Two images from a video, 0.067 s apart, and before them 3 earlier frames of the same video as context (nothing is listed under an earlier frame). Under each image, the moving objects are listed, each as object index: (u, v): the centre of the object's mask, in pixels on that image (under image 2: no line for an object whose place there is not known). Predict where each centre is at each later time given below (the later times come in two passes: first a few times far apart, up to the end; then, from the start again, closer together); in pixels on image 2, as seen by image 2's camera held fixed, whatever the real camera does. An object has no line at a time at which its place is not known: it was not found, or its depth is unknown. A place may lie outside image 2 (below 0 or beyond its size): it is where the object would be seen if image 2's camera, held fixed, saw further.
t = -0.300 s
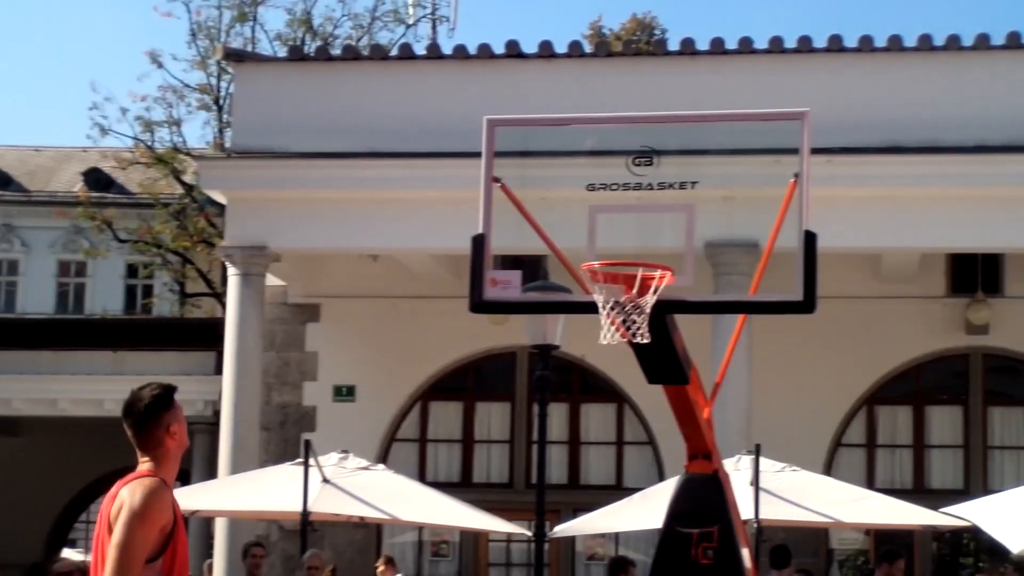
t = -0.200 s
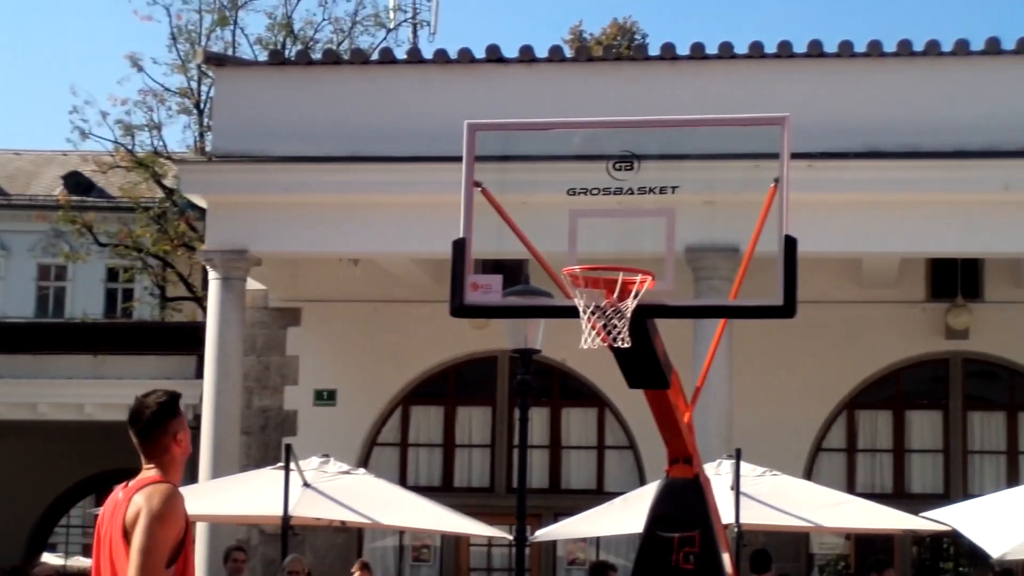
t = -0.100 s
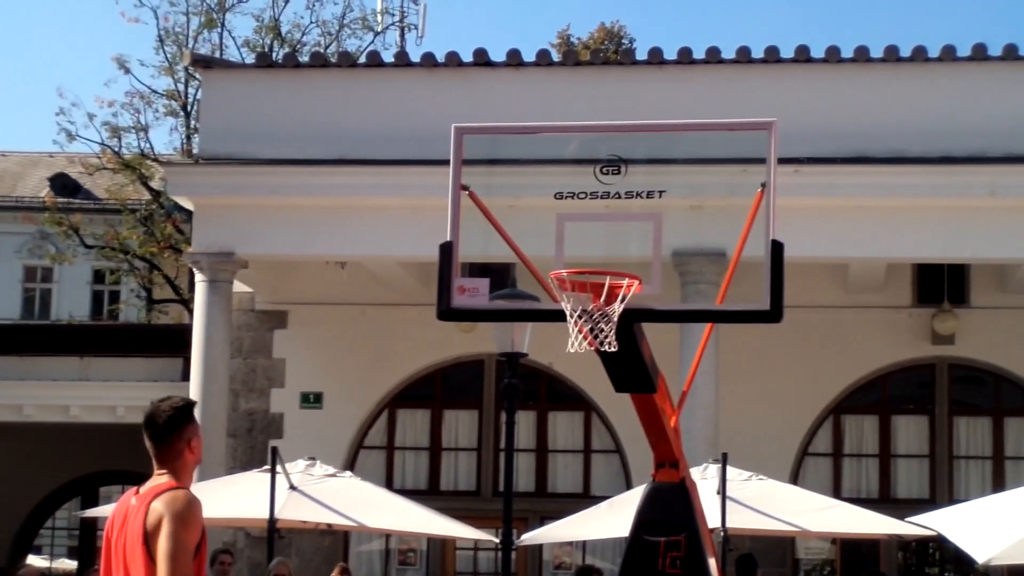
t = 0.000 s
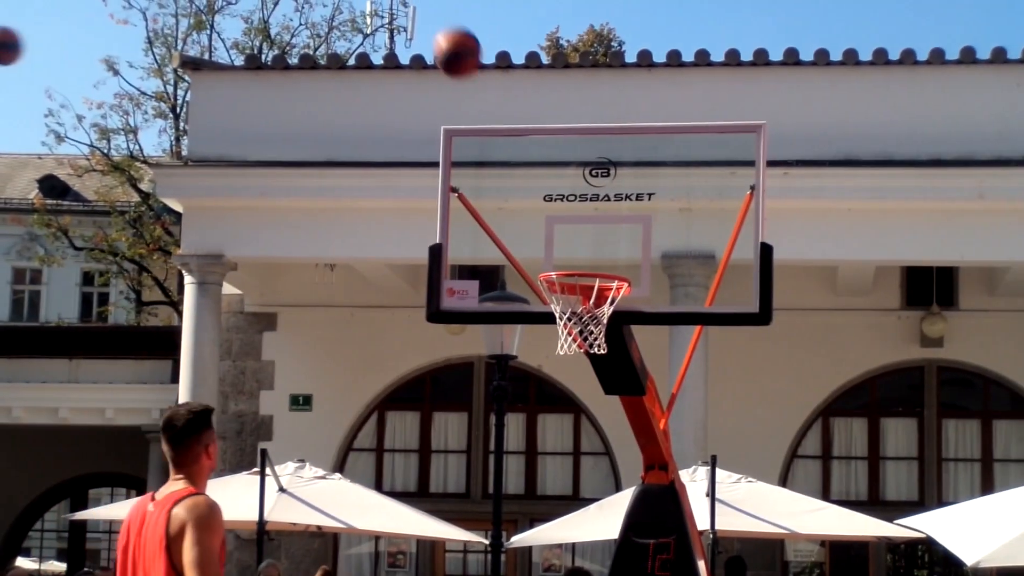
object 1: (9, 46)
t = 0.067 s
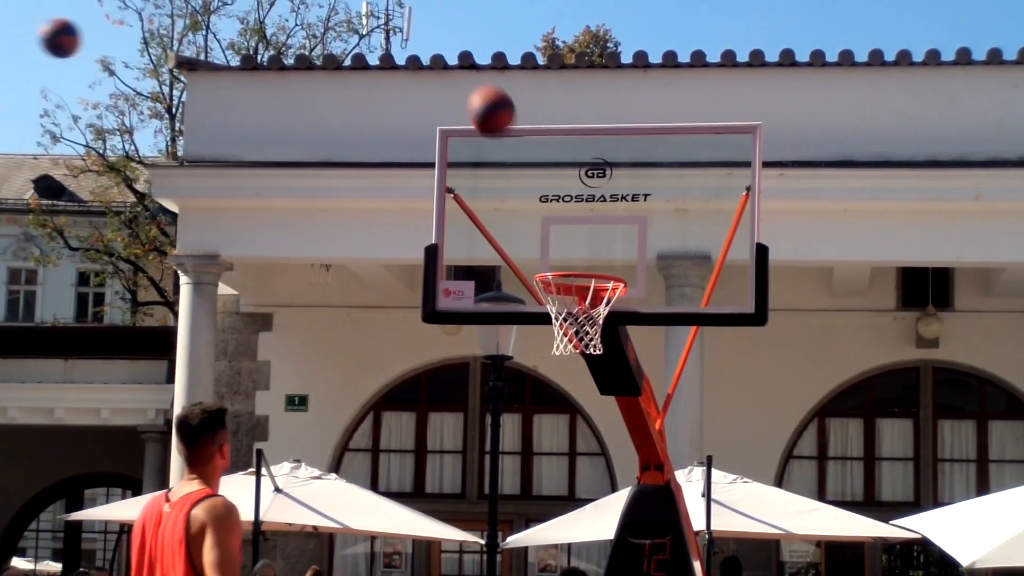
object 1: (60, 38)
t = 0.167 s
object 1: (153, 40)
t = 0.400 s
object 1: (374, 113)
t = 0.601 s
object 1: (570, 255)
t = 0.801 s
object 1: (600, 424)
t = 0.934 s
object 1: (590, 564)
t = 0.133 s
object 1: (121, 37)
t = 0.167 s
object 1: (153, 40)
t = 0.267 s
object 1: (246, 59)
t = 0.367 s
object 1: (341, 96)
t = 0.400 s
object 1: (374, 113)
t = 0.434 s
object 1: (405, 131)
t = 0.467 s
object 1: (437, 151)
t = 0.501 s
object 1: (469, 174)
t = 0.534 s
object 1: (504, 200)
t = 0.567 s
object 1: (537, 227)
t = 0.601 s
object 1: (570, 255)
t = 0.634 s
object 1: (606, 295)
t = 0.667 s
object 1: (612, 313)
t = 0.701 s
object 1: (607, 345)
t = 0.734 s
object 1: (604, 367)
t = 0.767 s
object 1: (603, 393)
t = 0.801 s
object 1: (600, 424)
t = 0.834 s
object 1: (597, 456)
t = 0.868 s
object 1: (595, 488)
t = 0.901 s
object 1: (593, 526)
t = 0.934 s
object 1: (590, 564)
